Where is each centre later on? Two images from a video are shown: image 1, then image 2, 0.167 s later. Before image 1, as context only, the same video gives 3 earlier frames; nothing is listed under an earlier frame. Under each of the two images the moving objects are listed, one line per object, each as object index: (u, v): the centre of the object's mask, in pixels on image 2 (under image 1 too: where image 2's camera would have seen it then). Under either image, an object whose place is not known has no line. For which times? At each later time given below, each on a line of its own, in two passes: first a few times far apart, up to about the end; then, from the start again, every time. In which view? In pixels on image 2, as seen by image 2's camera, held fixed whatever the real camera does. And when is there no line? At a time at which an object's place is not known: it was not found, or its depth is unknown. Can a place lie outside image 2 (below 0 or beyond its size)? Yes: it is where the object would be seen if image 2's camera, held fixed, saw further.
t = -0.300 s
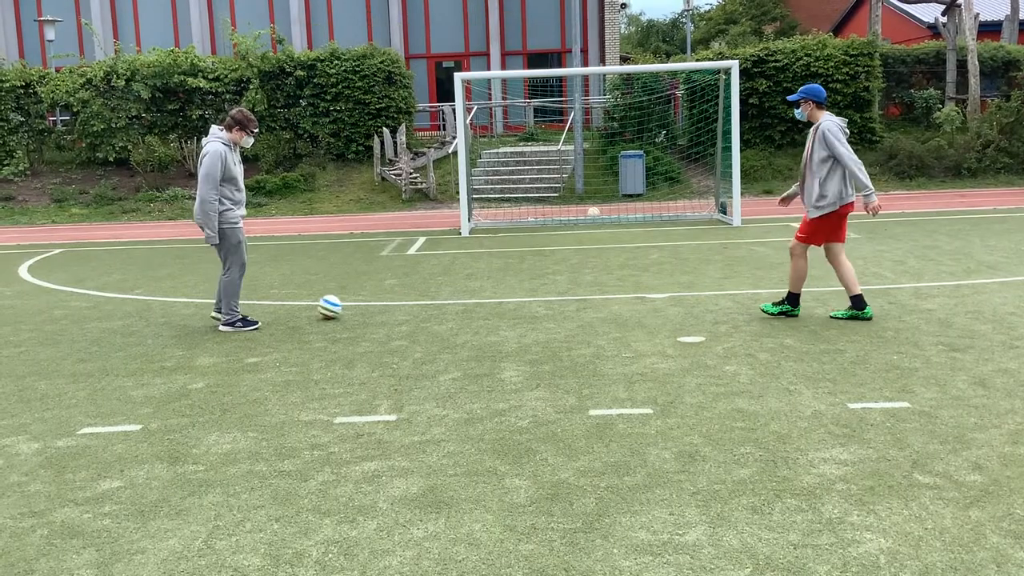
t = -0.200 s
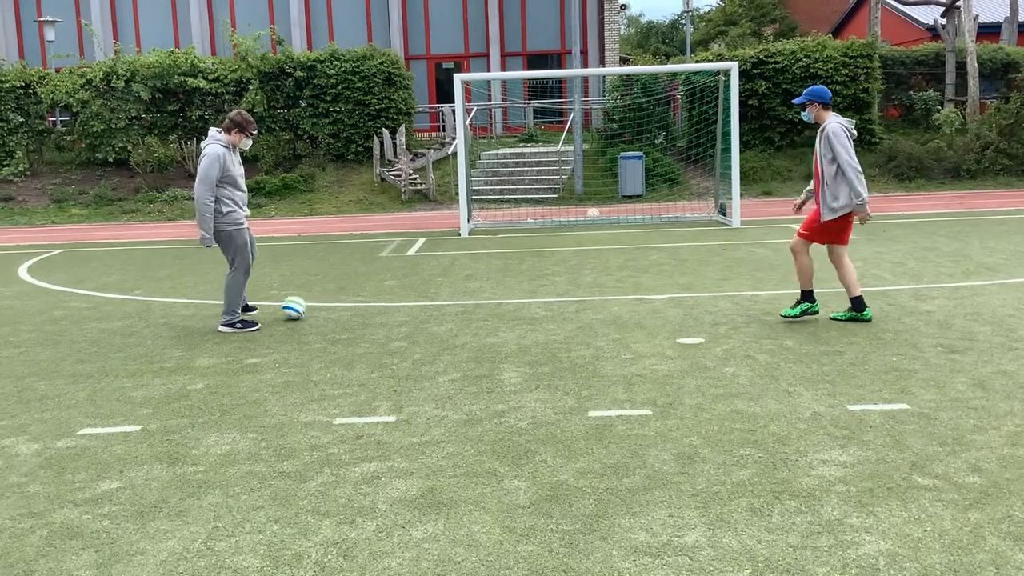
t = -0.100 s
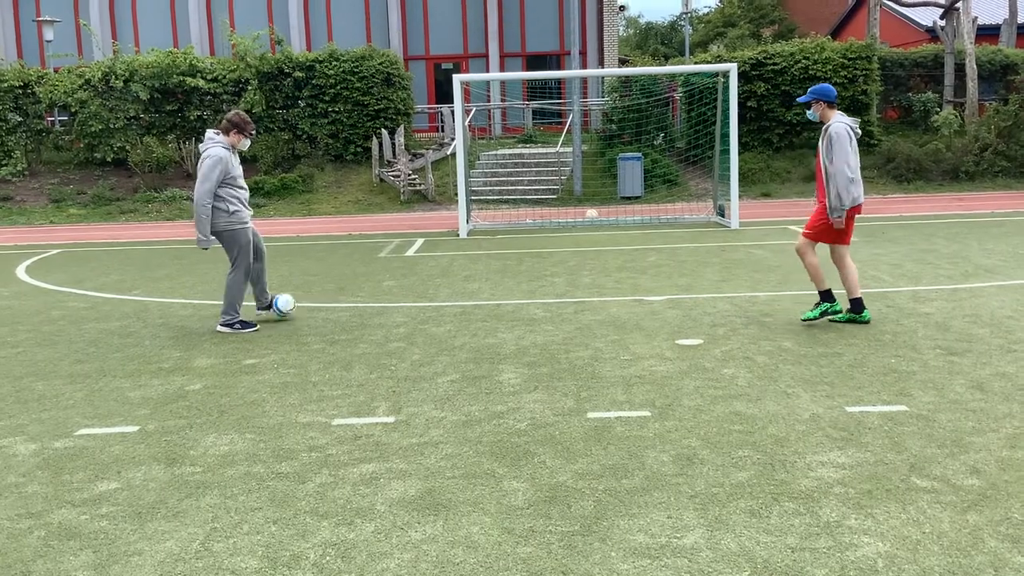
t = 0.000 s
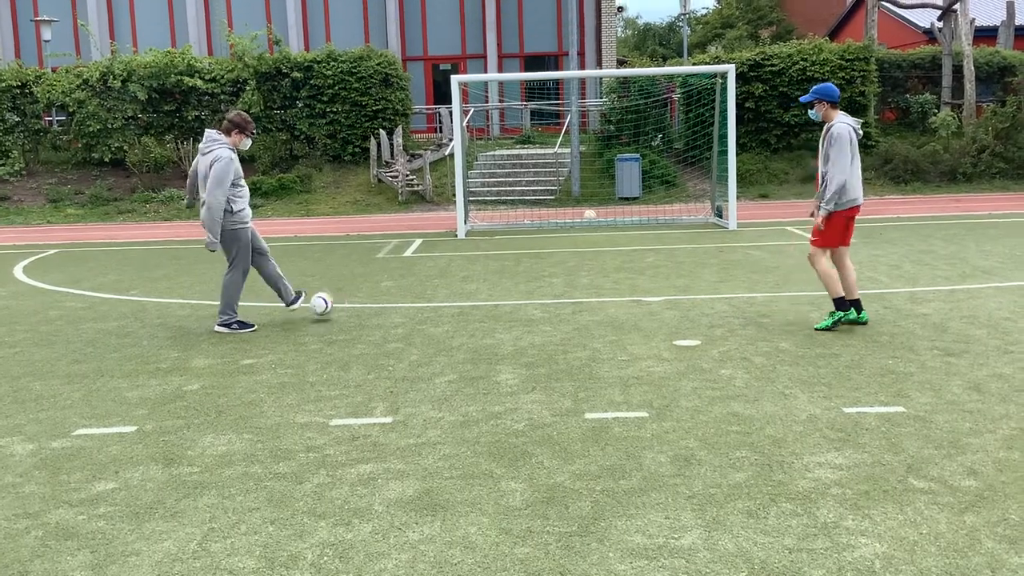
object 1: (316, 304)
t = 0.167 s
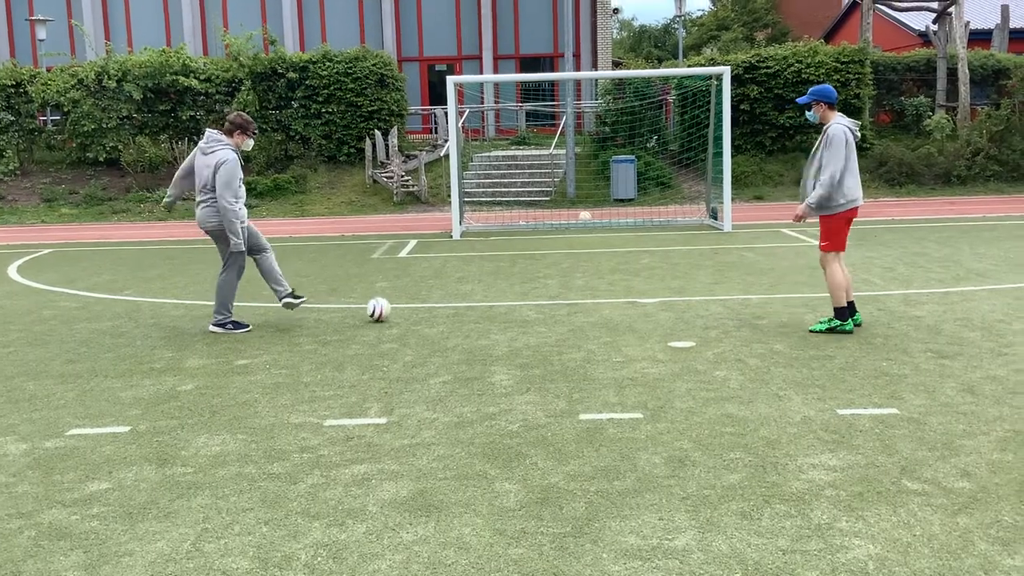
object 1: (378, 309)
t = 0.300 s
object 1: (416, 310)
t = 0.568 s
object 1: (484, 310)
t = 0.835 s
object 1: (549, 310)
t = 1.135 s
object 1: (619, 312)
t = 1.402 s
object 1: (679, 312)
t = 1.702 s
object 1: (742, 312)
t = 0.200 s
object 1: (389, 310)
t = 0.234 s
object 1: (398, 309)
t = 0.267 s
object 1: (408, 309)
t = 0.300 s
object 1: (416, 310)
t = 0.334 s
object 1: (425, 310)
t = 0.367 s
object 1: (433, 310)
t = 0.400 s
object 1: (441, 310)
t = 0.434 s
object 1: (450, 310)
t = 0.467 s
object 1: (458, 310)
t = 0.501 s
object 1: (467, 310)
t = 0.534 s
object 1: (475, 310)
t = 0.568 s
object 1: (484, 310)
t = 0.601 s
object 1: (492, 311)
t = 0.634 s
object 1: (500, 310)
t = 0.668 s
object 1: (508, 311)
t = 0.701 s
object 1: (516, 311)
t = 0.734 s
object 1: (525, 311)
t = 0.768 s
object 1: (533, 311)
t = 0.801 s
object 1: (541, 311)
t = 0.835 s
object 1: (549, 310)
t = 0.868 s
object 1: (557, 311)
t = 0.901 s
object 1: (565, 311)
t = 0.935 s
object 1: (573, 311)
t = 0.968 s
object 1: (581, 311)
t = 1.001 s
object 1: (588, 312)
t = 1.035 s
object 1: (597, 311)
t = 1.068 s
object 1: (604, 311)
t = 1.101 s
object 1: (611, 312)
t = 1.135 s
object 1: (619, 312)
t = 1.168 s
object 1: (627, 312)
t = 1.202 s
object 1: (634, 312)
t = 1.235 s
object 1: (642, 312)
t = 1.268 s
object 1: (649, 312)
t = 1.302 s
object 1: (657, 312)
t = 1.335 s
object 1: (664, 312)
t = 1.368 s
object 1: (672, 312)
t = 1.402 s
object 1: (679, 312)
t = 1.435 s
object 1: (686, 312)
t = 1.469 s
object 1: (693, 312)
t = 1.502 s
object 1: (700, 312)
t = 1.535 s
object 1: (707, 312)
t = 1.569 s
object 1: (714, 312)
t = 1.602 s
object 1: (721, 311)
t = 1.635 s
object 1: (727, 311)
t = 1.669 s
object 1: (734, 310)
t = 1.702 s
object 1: (742, 312)
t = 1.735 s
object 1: (748, 311)
